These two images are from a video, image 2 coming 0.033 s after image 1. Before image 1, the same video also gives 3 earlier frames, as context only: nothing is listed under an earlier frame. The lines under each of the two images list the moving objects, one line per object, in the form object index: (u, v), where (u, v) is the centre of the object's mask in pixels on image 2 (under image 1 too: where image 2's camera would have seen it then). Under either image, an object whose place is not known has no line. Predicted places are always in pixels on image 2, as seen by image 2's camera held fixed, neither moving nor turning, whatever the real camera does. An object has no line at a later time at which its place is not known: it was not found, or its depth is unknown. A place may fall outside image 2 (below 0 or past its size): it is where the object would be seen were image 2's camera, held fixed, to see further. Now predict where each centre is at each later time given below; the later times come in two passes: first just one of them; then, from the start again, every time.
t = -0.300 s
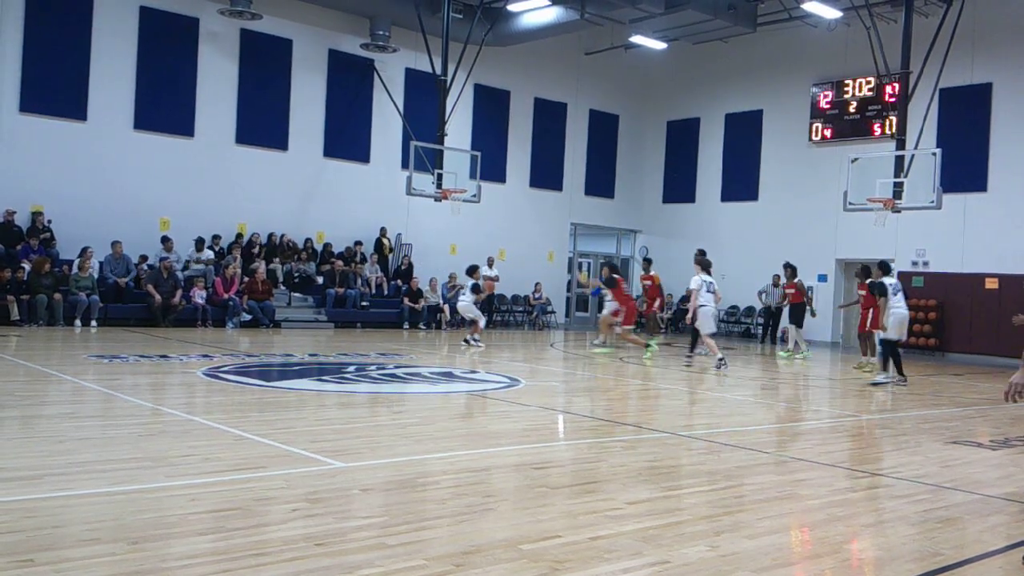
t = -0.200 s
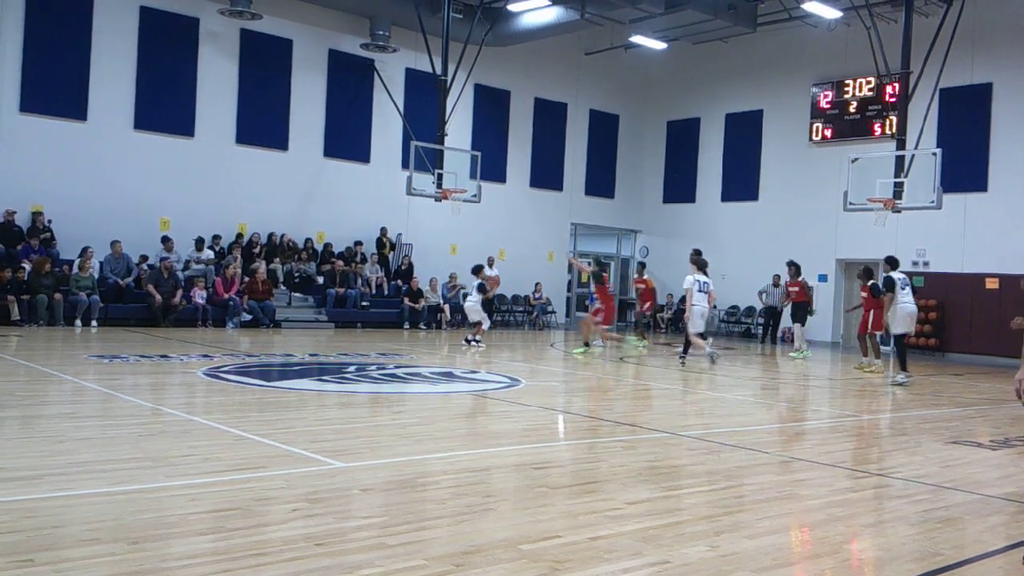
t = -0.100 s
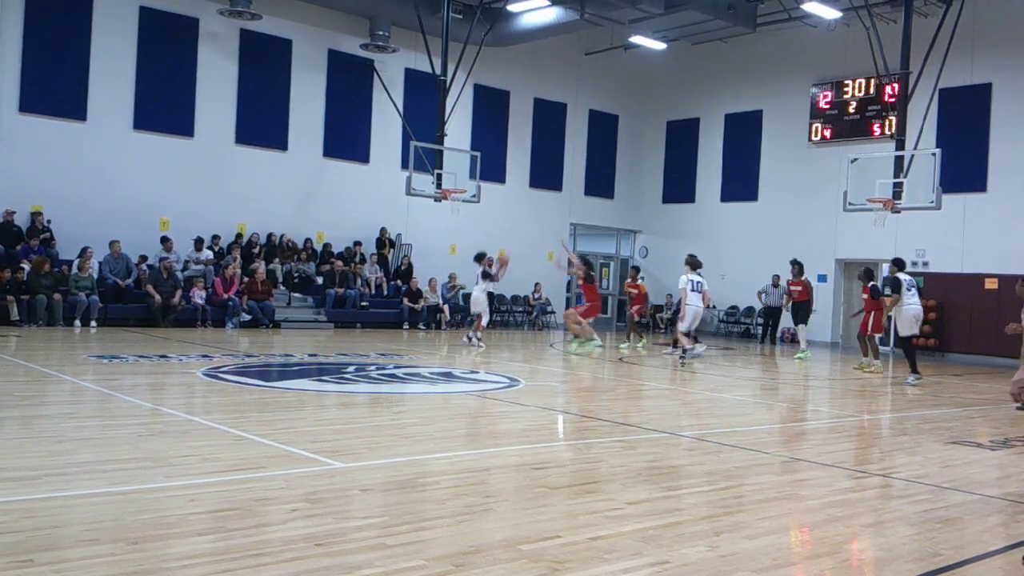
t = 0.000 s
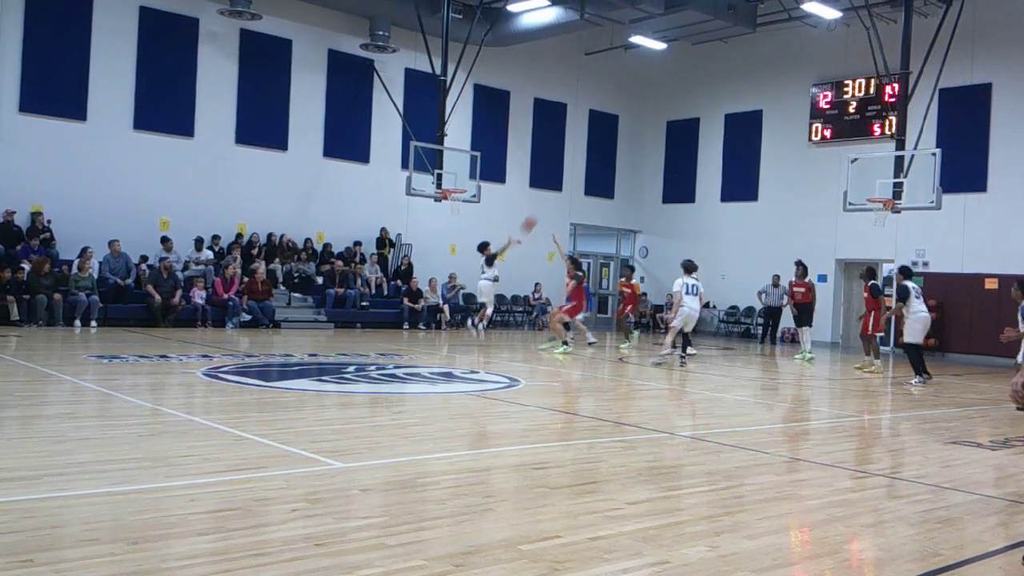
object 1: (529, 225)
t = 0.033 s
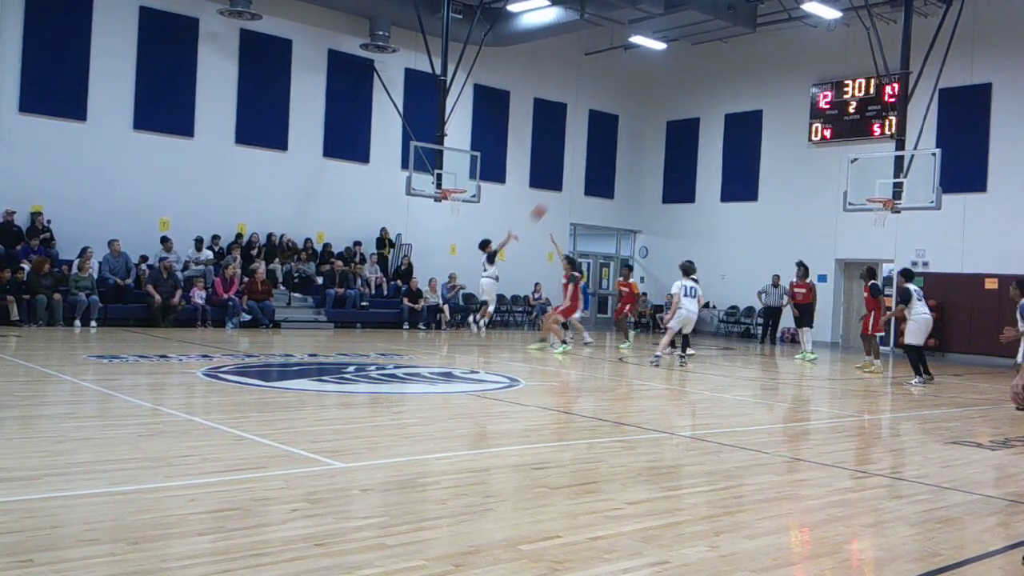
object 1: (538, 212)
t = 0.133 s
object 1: (568, 180)
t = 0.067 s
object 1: (548, 201)
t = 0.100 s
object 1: (558, 190)
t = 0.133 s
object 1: (568, 180)
